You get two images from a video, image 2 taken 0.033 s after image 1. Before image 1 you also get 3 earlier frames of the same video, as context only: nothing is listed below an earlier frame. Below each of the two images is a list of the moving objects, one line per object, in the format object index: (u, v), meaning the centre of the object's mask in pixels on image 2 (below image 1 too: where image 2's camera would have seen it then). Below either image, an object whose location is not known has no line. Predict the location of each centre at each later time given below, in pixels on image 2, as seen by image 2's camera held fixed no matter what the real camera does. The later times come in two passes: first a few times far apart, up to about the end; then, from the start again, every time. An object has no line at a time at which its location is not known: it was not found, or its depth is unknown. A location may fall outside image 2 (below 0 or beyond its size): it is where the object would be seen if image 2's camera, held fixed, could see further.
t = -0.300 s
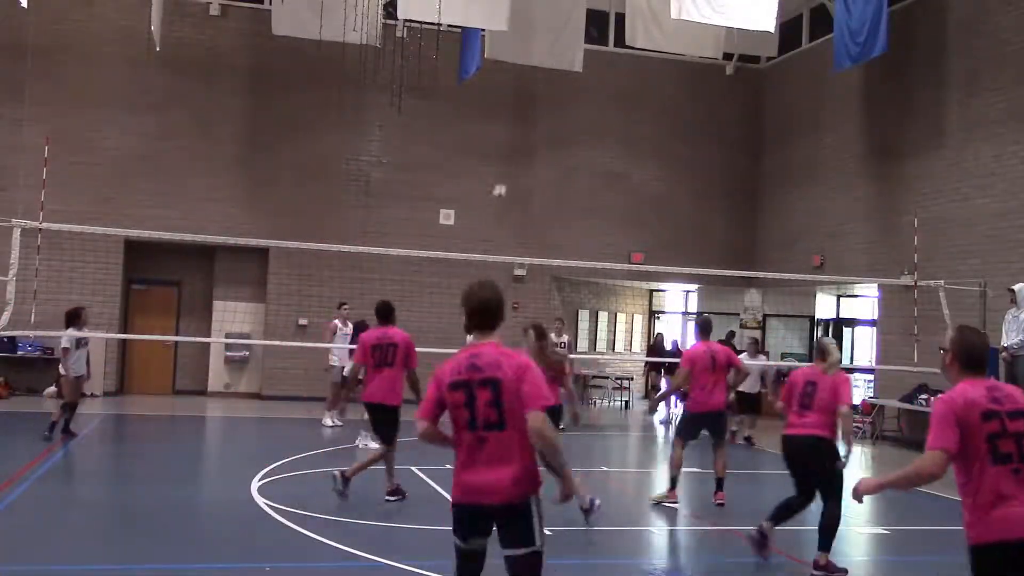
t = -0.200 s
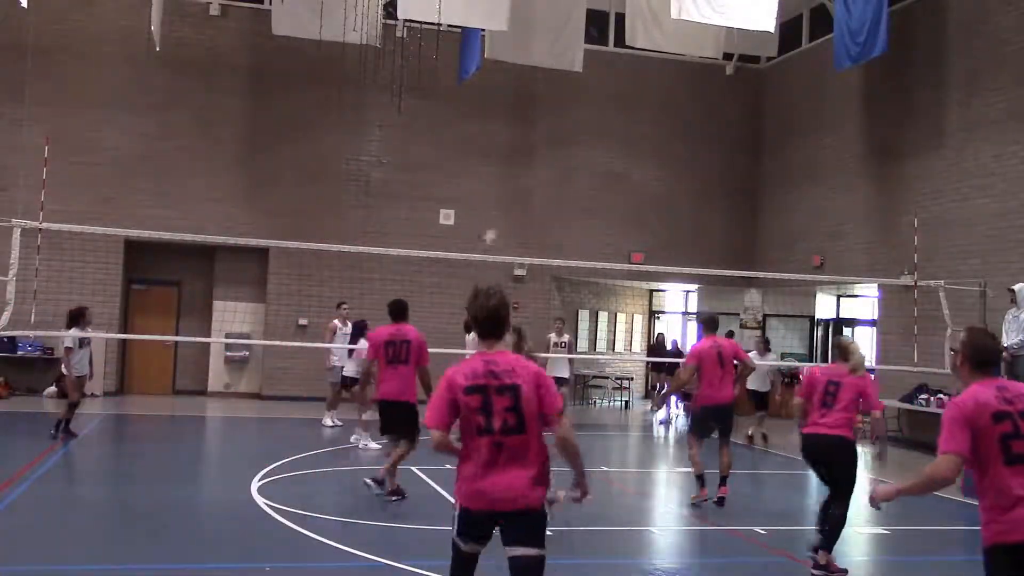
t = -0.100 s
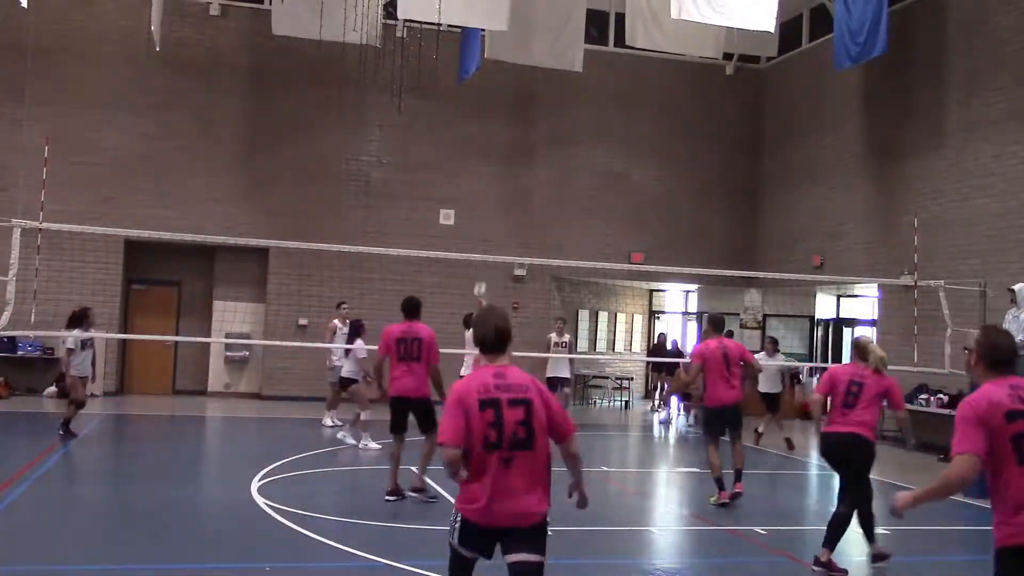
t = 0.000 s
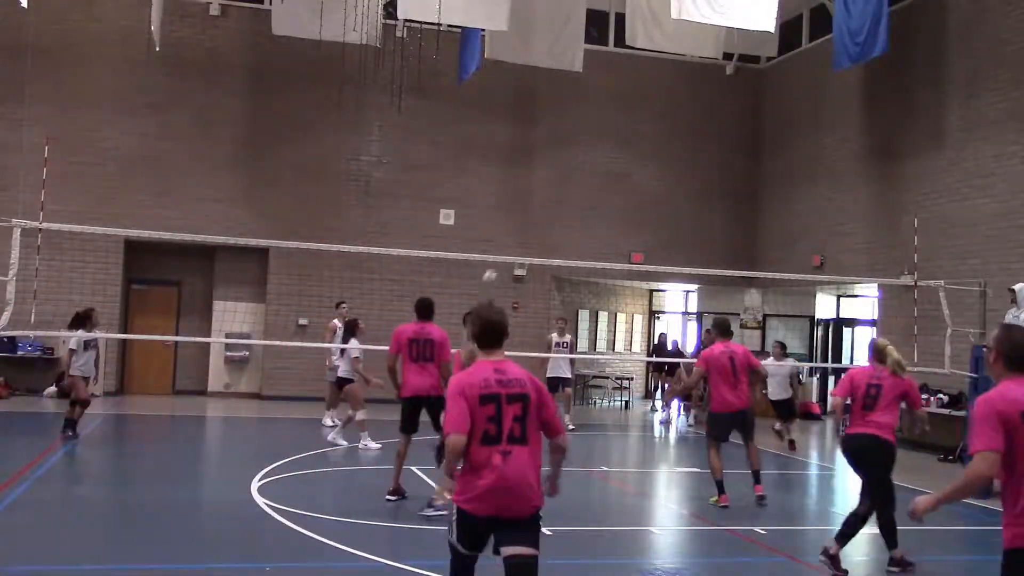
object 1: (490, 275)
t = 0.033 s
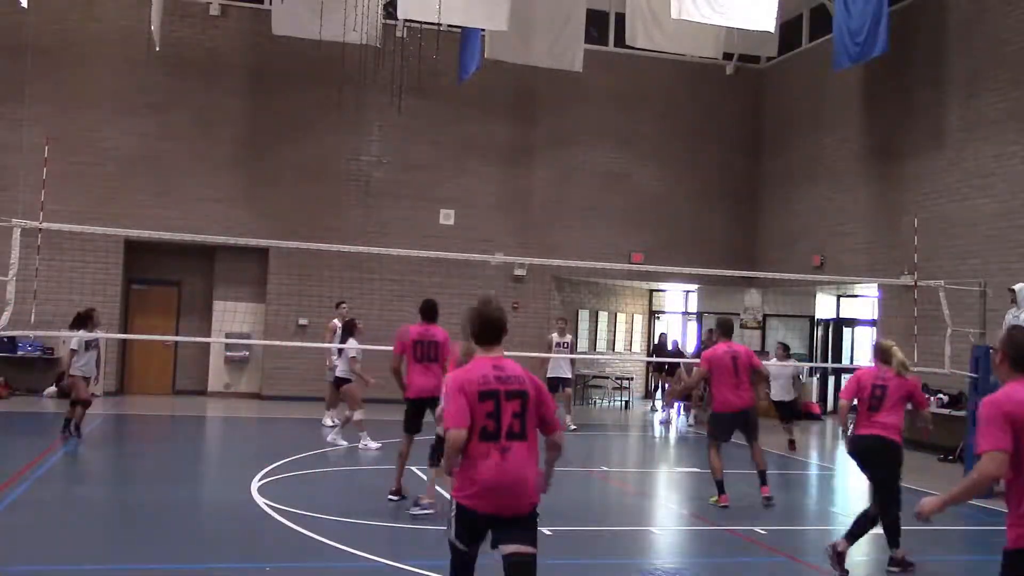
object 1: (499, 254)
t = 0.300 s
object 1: (558, 164)
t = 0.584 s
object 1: (620, 115)
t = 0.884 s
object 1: (684, 129)
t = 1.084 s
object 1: (726, 180)
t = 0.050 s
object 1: (503, 251)
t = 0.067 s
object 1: (505, 245)
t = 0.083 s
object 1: (510, 238)
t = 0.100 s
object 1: (513, 232)
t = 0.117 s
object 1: (517, 223)
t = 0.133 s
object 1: (521, 218)
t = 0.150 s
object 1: (525, 212)
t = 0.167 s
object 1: (529, 205)
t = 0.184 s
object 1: (532, 199)
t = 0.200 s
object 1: (536, 193)
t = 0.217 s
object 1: (539, 188)
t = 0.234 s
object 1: (543, 182)
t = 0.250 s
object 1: (547, 178)
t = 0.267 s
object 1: (551, 173)
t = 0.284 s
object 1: (555, 168)
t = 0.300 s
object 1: (558, 164)
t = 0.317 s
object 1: (562, 159)
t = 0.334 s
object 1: (566, 154)
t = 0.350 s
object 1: (570, 150)
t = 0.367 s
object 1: (574, 146)
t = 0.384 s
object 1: (577, 143)
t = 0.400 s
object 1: (581, 139)
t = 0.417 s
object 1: (584, 136)
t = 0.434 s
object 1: (588, 133)
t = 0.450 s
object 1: (591, 130)
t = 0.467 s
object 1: (595, 128)
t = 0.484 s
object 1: (599, 126)
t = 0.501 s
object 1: (602, 123)
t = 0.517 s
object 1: (606, 122)
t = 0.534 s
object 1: (609, 121)
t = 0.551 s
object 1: (613, 119)
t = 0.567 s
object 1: (616, 117)
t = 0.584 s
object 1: (620, 115)
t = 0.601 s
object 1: (623, 114)
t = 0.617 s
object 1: (627, 114)
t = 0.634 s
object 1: (630, 113)
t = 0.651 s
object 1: (634, 113)
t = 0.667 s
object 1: (638, 113)
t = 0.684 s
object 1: (641, 113)
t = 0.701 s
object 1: (645, 113)
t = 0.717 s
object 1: (648, 114)
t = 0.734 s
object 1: (652, 114)
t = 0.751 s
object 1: (655, 115)
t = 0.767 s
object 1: (659, 116)
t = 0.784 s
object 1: (663, 118)
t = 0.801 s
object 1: (666, 119)
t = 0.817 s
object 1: (670, 121)
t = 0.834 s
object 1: (673, 124)
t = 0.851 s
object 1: (677, 125)
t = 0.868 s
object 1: (680, 128)
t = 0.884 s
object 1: (684, 129)
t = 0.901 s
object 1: (688, 132)
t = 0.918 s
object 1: (691, 135)
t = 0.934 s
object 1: (695, 138)
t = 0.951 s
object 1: (698, 142)
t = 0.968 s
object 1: (702, 146)
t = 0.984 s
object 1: (706, 150)
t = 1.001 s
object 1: (709, 154)
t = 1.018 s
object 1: (713, 159)
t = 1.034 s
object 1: (716, 164)
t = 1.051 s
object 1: (719, 169)
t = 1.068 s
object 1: (723, 174)
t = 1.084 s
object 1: (726, 180)
